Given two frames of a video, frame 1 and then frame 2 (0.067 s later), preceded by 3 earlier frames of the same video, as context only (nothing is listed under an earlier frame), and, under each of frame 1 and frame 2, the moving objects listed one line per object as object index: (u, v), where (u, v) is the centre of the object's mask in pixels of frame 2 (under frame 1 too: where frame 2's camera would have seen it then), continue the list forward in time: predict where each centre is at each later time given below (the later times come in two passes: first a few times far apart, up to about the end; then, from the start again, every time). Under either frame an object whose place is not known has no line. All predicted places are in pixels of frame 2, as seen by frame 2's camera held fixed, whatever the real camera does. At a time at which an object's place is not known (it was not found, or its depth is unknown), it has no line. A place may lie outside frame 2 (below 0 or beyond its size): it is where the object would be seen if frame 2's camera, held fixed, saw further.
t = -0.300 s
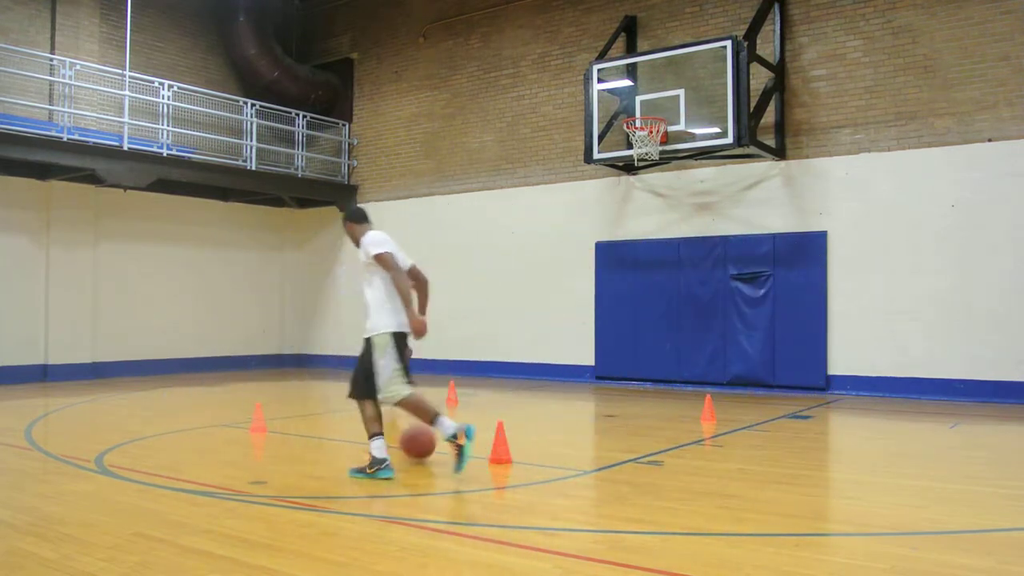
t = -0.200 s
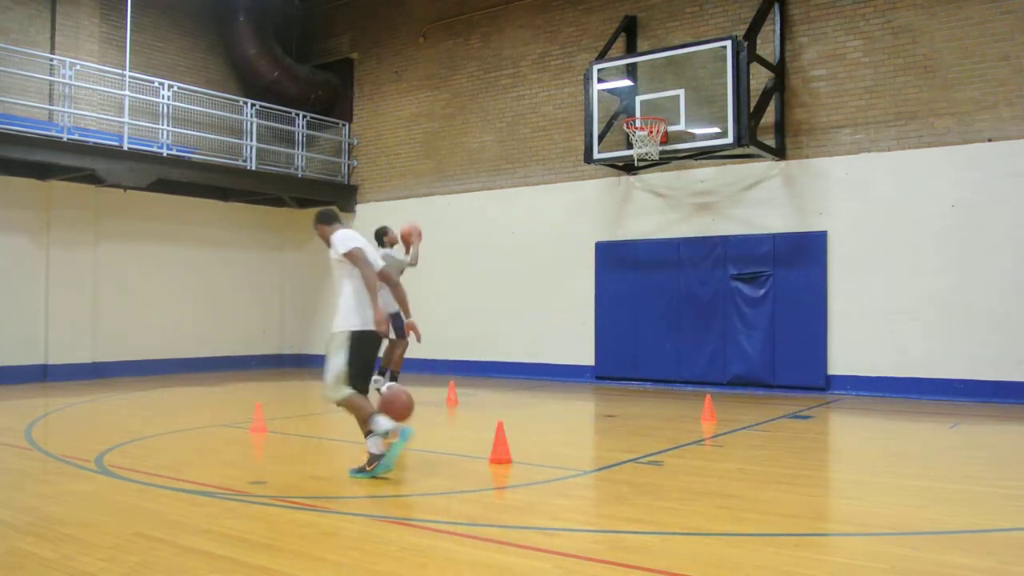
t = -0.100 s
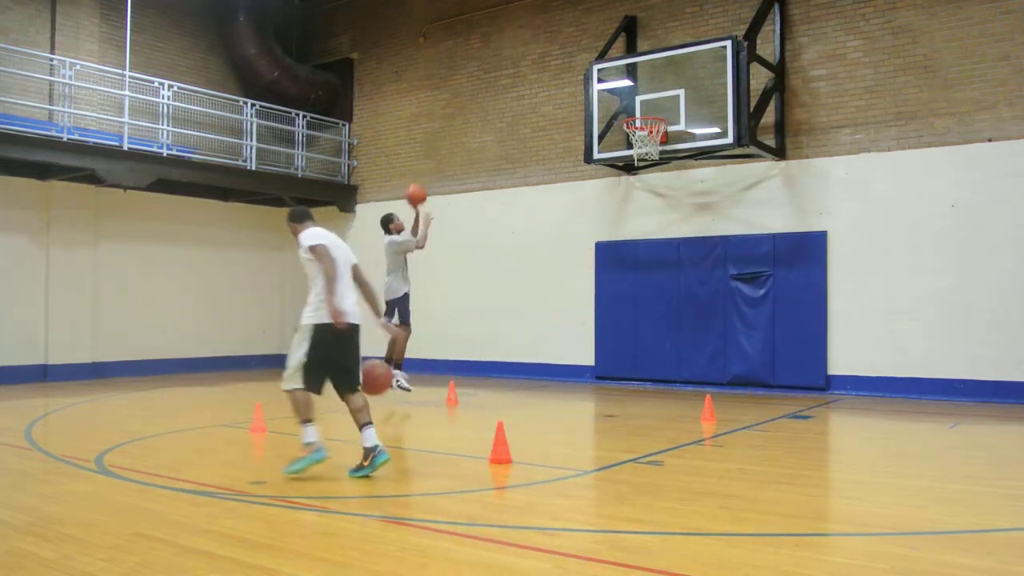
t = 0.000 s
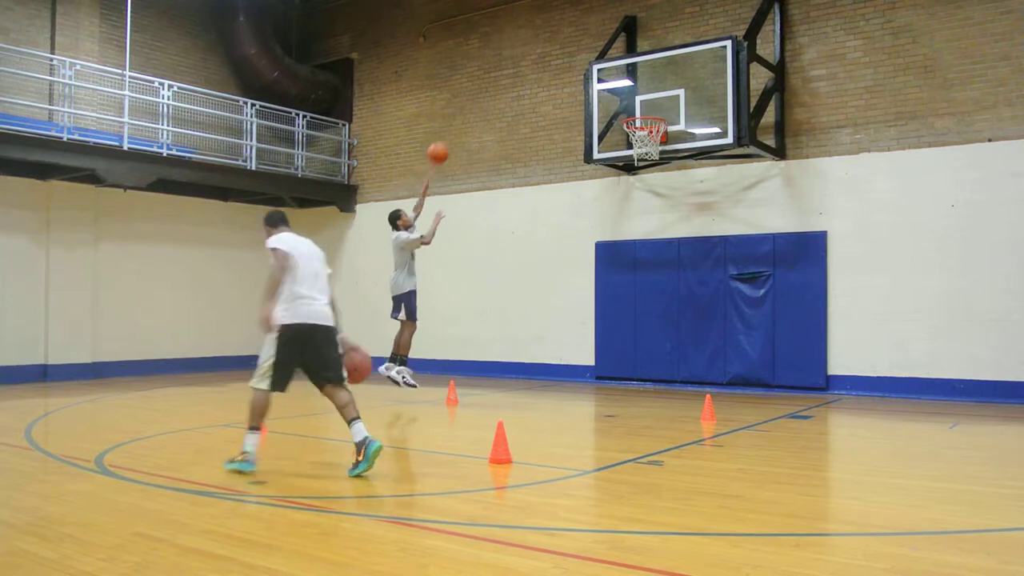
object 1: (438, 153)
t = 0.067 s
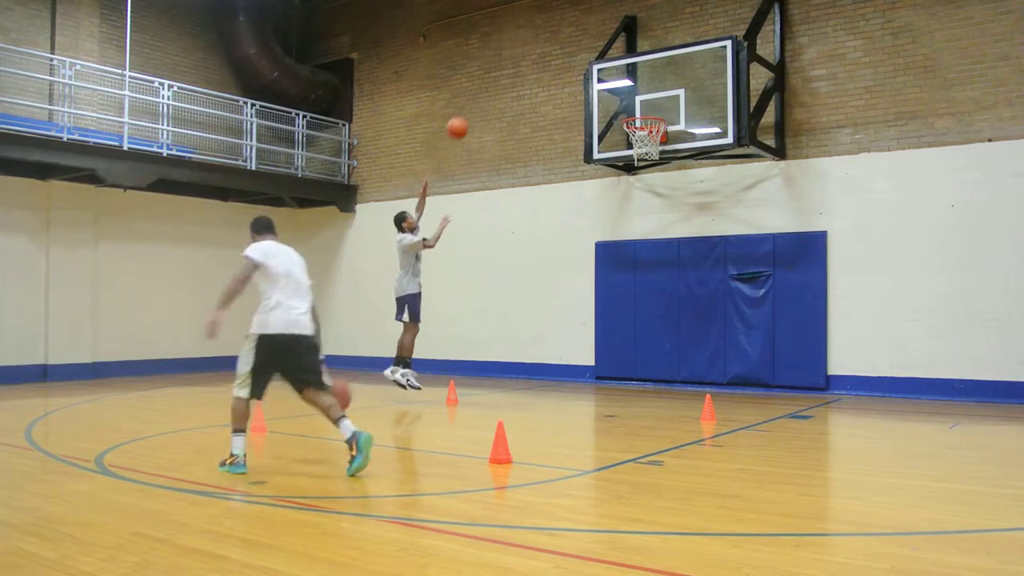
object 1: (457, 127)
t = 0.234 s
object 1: (501, 84)
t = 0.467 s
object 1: (562, 64)
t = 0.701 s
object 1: (624, 91)
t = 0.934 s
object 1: (635, 153)
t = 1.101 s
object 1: (615, 180)
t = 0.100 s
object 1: (466, 116)
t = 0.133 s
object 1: (474, 107)
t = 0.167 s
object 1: (483, 99)
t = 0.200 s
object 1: (492, 91)
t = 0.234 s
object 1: (501, 84)
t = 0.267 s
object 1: (510, 78)
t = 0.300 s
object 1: (519, 73)
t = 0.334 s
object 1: (527, 70)
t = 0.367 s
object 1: (536, 67)
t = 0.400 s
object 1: (545, 64)
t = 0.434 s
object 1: (554, 64)
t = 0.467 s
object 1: (562, 64)
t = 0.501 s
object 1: (571, 65)
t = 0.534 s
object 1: (579, 67)
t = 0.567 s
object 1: (589, 69)
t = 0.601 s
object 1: (598, 73)
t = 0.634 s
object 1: (606, 78)
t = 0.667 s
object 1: (616, 84)
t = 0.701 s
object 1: (624, 91)
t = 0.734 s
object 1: (632, 98)
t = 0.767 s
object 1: (642, 107)
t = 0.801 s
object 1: (651, 112)
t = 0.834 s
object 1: (652, 118)
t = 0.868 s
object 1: (643, 129)
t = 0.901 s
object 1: (641, 141)
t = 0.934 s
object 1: (635, 153)
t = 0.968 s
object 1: (629, 155)
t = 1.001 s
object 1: (625, 159)
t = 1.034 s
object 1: (622, 165)
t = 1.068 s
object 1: (618, 172)
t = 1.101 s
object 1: (615, 180)
